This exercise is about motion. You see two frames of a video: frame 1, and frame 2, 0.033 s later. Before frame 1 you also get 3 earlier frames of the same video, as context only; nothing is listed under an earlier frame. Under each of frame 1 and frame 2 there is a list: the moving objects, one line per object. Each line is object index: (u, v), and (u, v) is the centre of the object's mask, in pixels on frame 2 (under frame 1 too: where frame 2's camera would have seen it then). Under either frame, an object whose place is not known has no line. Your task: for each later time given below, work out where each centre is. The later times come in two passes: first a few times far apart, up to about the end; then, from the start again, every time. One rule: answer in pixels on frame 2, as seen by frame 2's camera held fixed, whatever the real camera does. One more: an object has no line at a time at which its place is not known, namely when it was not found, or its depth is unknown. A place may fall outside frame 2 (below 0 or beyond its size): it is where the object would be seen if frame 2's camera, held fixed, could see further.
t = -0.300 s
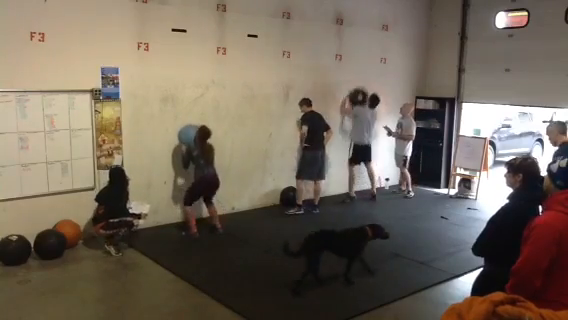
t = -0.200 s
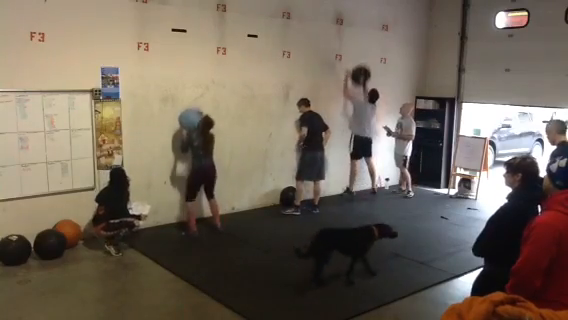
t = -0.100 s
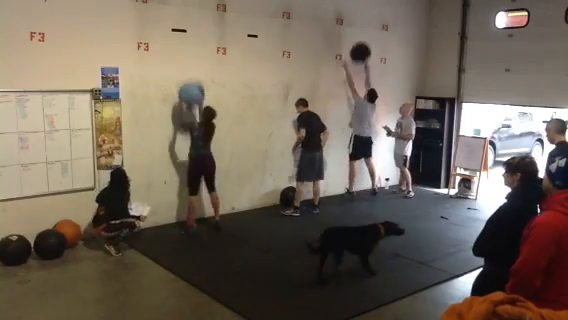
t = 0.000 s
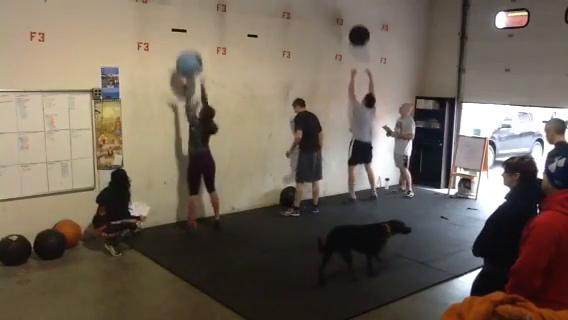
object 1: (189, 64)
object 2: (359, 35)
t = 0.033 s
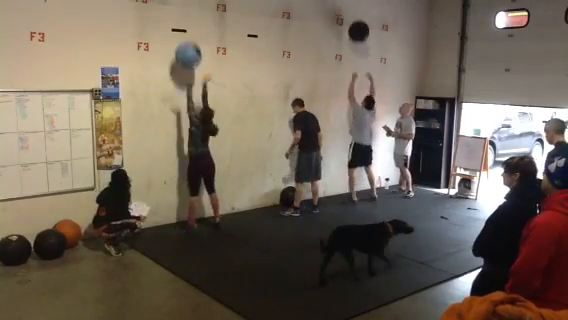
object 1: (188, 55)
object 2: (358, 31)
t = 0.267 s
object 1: (181, 18)
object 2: (355, 18)
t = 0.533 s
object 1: (184, 24)
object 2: (355, 39)
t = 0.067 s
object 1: (187, 48)
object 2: (358, 27)
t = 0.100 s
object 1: (186, 41)
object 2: (357, 24)
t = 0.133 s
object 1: (185, 35)
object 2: (357, 21)
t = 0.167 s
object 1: (184, 29)
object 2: (356, 20)
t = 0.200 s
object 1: (183, 24)
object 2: (356, 18)
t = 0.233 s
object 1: (182, 20)
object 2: (355, 18)
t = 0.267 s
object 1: (181, 18)
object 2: (355, 18)
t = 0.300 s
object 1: (180, 18)
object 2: (354, 18)
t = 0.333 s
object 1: (180, 17)
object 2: (353, 19)
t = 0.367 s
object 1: (180, 16)
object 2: (352, 21)
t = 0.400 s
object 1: (180, 16)
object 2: (352, 24)
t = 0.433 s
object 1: (181, 17)
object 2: (353, 26)
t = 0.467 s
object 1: (182, 18)
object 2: (354, 30)
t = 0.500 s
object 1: (183, 21)
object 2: (354, 34)
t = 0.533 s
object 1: (184, 24)
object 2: (355, 39)
